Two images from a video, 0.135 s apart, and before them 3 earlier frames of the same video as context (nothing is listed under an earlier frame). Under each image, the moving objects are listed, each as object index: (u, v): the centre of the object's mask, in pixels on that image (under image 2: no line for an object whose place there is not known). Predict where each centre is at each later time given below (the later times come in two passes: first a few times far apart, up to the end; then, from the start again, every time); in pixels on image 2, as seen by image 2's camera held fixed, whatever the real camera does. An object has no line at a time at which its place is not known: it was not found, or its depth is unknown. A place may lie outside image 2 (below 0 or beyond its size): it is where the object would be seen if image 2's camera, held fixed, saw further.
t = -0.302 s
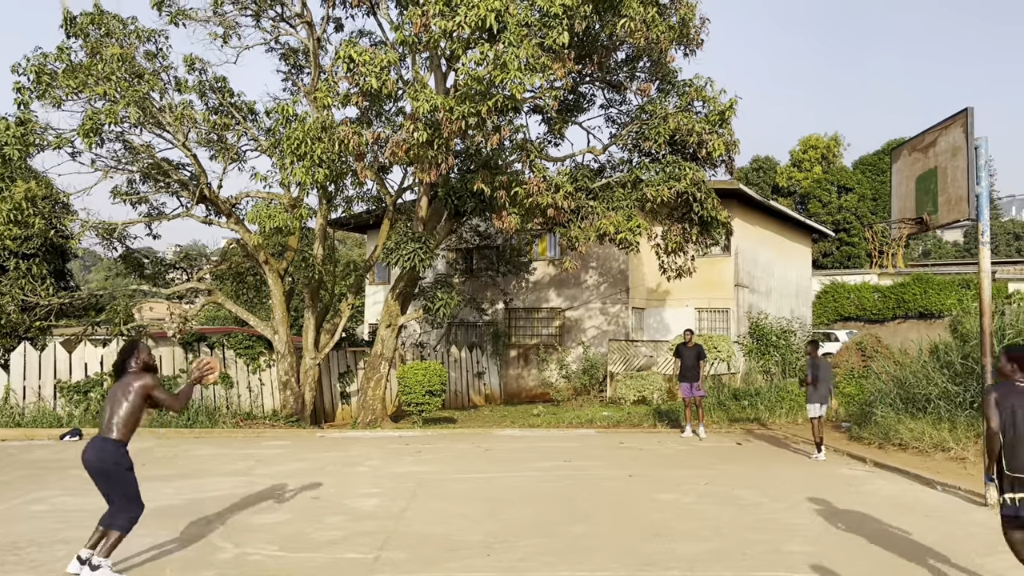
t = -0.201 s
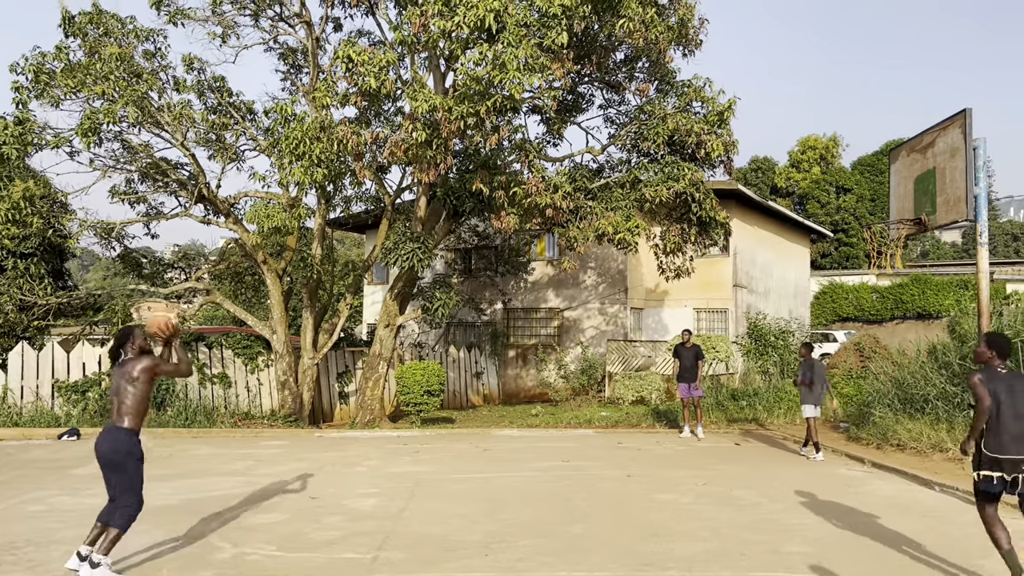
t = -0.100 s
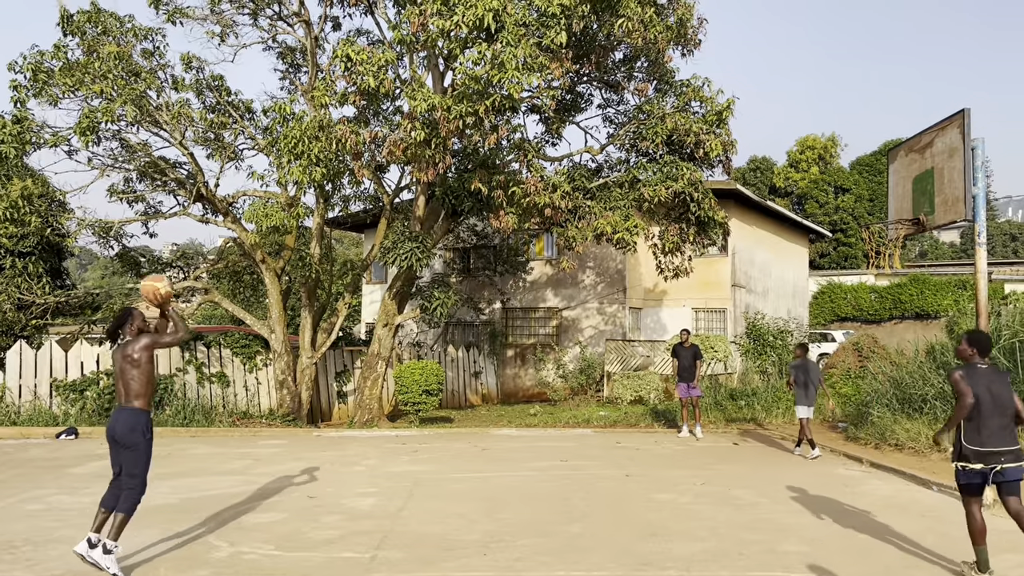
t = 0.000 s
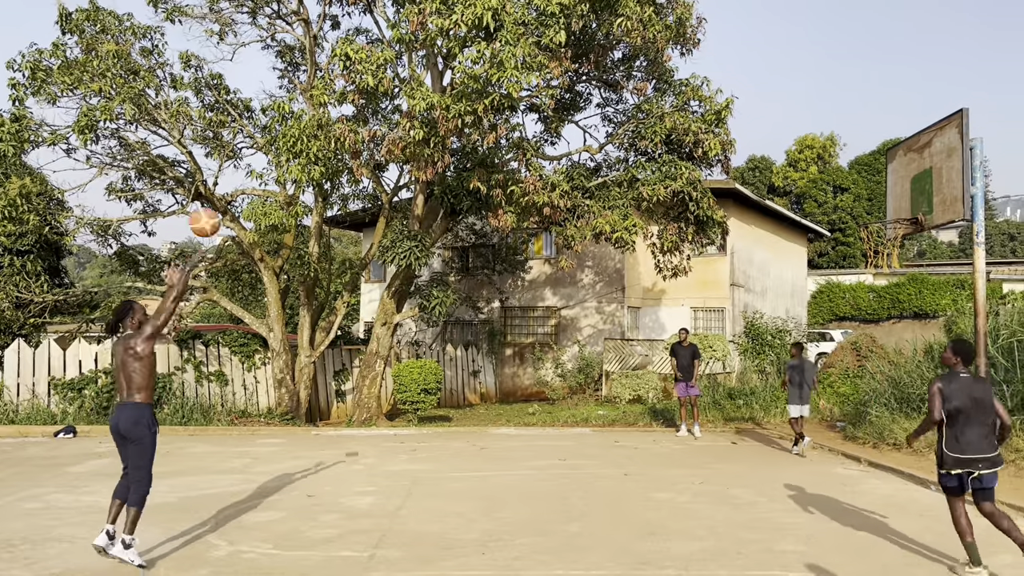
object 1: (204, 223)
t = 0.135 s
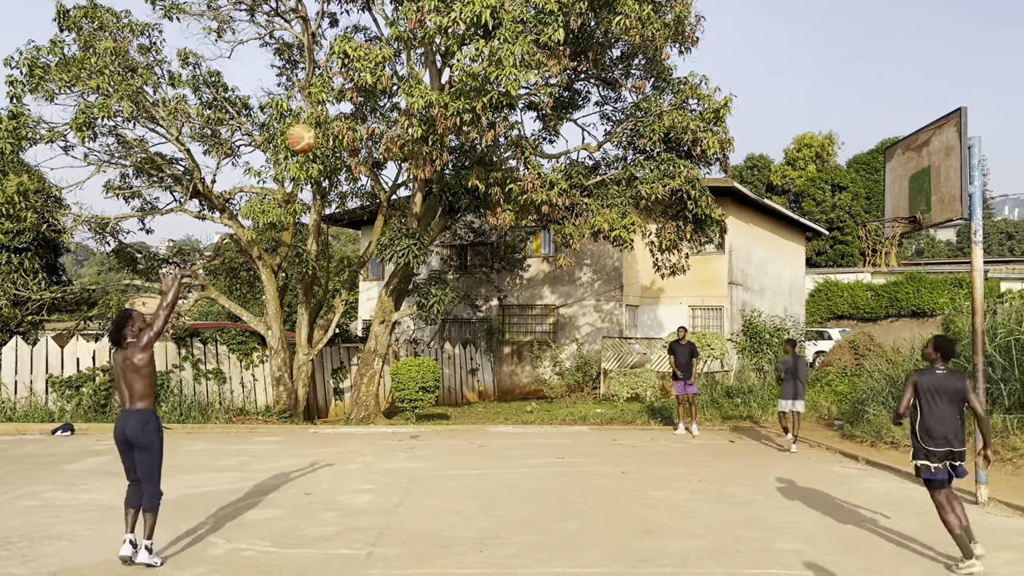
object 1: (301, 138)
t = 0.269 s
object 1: (391, 84)
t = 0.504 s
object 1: (528, 37)
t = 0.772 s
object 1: (664, 53)
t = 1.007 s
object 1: (773, 117)
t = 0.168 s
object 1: (324, 122)
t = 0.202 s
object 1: (347, 108)
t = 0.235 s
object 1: (368, 96)
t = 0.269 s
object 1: (391, 84)
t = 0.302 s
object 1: (412, 73)
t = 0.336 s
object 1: (432, 64)
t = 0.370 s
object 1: (452, 56)
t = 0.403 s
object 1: (471, 50)
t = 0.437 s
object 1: (491, 44)
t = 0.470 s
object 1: (510, 40)
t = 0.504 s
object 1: (528, 37)
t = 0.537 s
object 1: (548, 35)
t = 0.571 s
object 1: (565, 34)
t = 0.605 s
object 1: (582, 35)
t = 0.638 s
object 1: (599, 36)
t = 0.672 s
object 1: (616, 38)
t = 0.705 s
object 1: (632, 43)
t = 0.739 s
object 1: (649, 47)
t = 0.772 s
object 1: (664, 53)
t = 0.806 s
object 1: (682, 59)
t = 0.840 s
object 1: (697, 67)
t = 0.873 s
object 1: (713, 74)
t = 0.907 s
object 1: (728, 84)
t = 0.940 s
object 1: (743, 94)
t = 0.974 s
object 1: (758, 105)
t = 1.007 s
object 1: (773, 117)
